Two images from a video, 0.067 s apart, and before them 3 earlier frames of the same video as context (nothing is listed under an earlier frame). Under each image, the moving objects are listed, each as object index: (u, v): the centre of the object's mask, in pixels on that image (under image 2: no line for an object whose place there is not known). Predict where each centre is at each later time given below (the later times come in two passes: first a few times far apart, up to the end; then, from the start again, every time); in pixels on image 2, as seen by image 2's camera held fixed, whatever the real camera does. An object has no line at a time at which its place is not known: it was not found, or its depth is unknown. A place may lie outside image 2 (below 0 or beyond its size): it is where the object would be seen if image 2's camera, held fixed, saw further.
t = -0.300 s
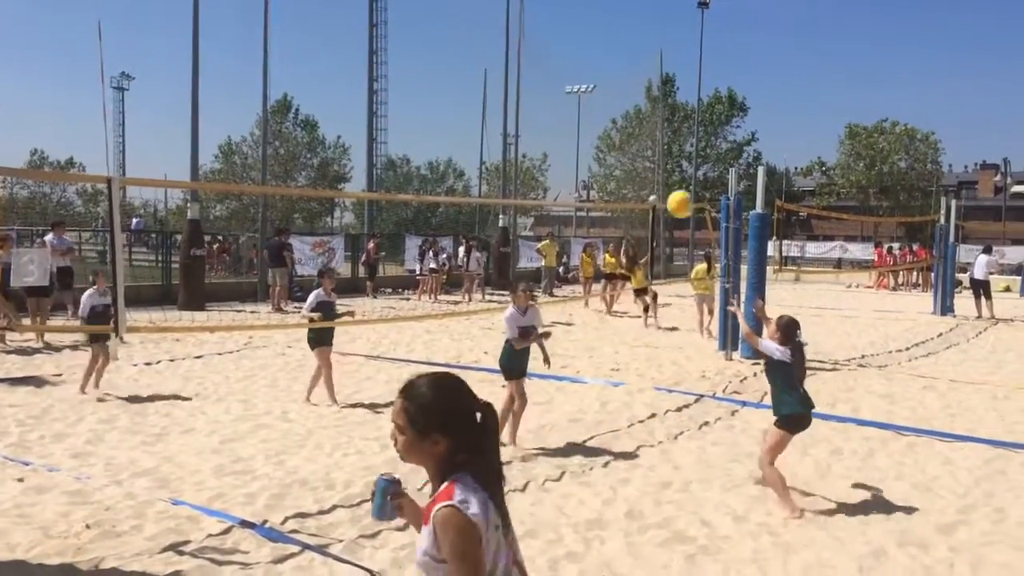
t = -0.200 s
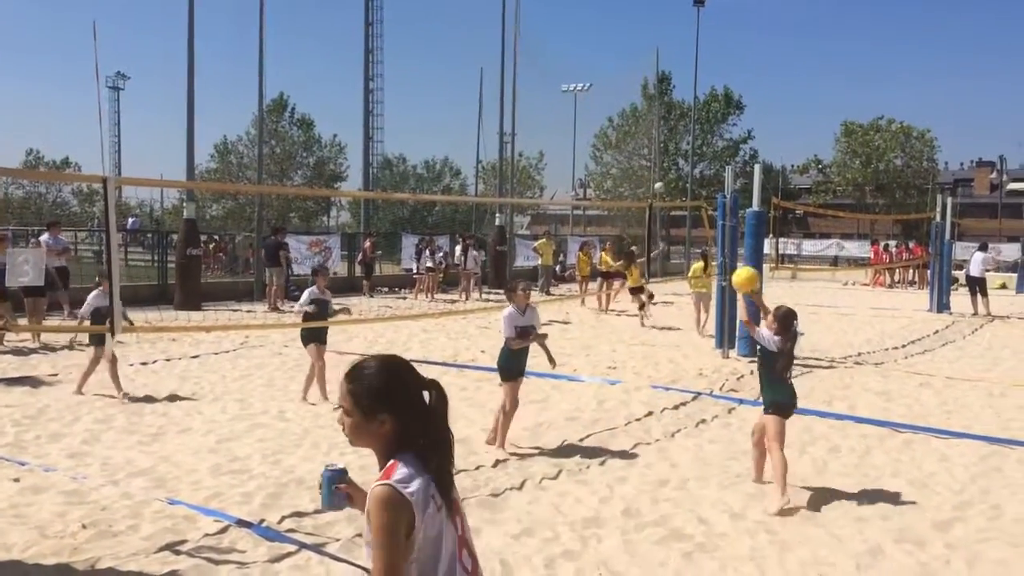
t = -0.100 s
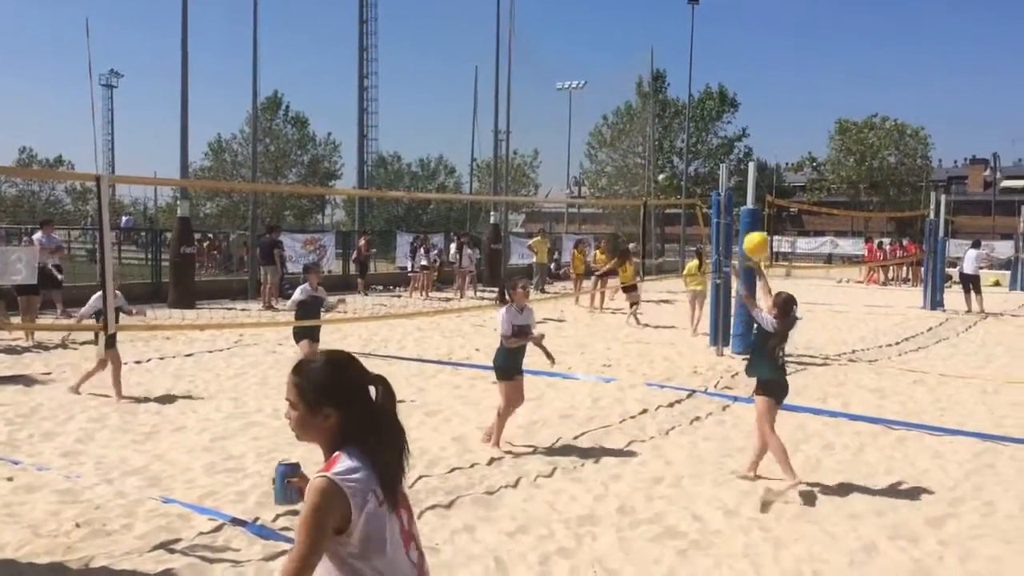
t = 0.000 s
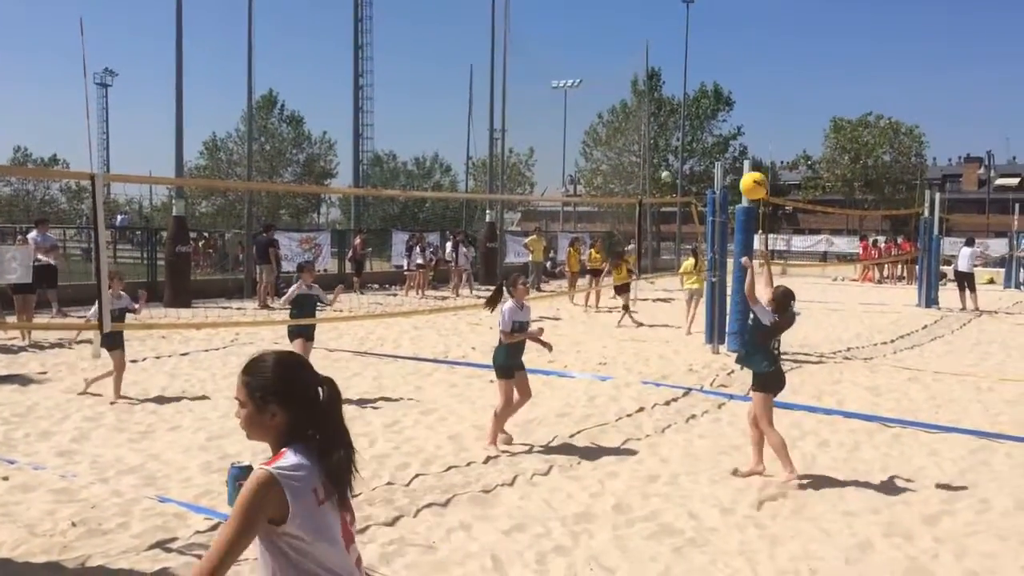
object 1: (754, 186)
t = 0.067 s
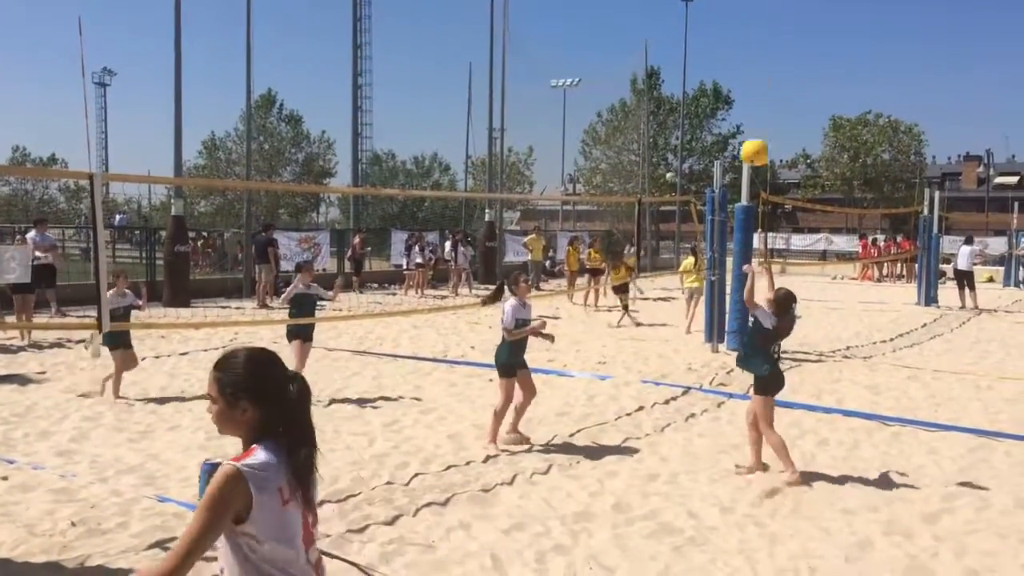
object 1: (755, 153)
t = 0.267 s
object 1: (758, 93)
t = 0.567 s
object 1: (759, 97)
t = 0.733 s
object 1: (760, 148)
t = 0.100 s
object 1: (755, 139)
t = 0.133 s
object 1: (756, 126)
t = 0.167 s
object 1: (756, 115)
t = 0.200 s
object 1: (757, 106)
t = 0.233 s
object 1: (757, 98)
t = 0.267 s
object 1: (758, 93)
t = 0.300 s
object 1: (758, 87)
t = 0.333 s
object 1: (758, 84)
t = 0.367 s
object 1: (759, 81)
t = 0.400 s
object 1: (759, 81)
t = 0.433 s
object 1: (759, 81)
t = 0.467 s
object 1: (760, 83)
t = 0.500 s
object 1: (760, 86)
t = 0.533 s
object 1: (760, 91)
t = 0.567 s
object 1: (759, 97)
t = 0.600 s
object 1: (759, 105)
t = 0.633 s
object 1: (760, 113)
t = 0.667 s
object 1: (760, 124)
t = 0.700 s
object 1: (759, 135)
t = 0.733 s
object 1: (760, 148)
